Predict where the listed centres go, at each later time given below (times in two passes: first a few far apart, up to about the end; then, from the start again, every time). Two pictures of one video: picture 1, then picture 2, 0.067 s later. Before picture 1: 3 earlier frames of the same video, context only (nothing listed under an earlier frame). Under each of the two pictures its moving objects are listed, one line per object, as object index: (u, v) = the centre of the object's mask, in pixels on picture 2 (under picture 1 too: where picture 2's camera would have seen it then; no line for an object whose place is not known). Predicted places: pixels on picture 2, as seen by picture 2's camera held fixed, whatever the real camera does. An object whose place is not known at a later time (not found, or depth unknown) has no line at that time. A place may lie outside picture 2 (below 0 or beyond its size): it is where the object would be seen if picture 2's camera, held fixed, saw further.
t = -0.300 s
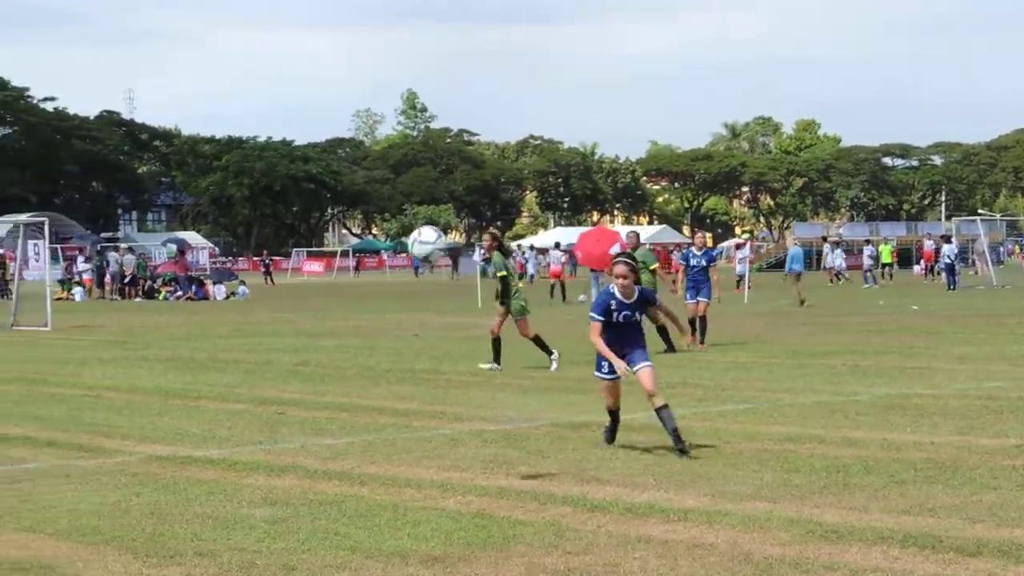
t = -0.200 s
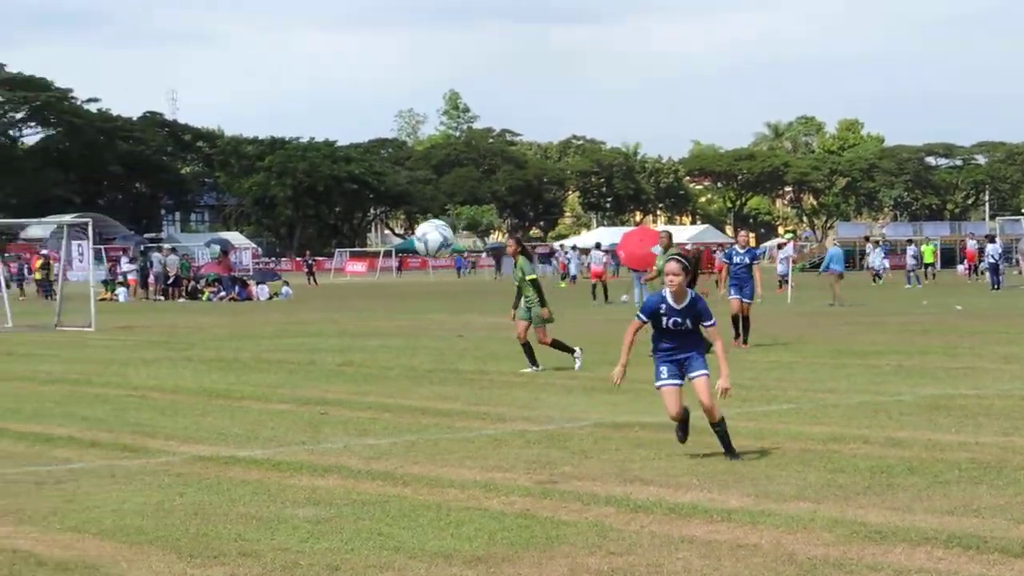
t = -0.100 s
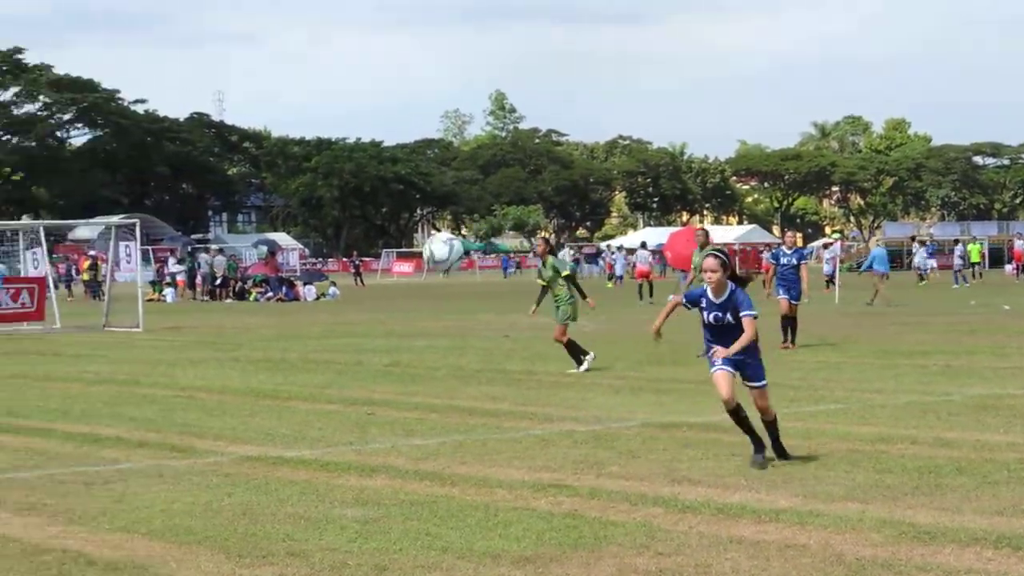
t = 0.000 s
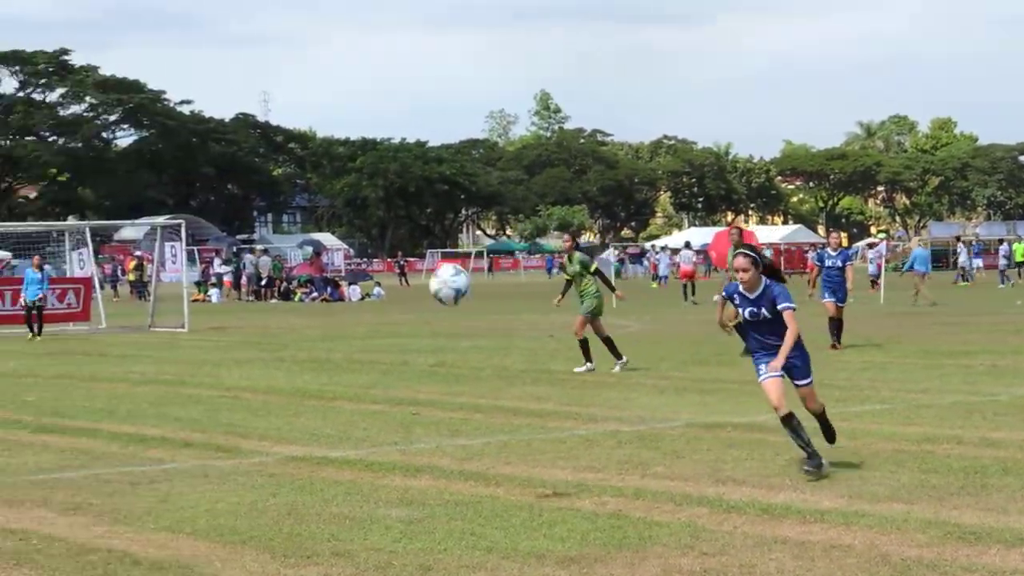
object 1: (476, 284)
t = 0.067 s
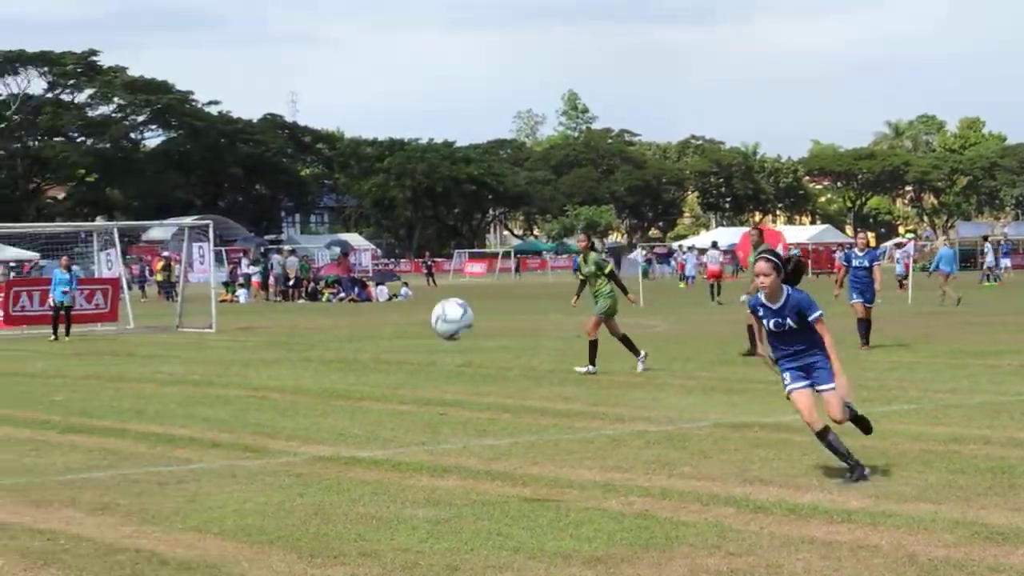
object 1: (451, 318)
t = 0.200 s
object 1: (401, 414)
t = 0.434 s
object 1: (304, 438)
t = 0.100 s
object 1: (439, 338)
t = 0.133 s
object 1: (427, 360)
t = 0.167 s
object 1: (414, 386)
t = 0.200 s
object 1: (401, 414)
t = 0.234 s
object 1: (389, 444)
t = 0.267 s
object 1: (376, 479)
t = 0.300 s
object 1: (363, 505)
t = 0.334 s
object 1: (348, 487)
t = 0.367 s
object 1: (333, 469)
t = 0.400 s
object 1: (319, 453)
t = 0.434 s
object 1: (304, 438)
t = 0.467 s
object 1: (288, 427)
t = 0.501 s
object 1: (272, 416)
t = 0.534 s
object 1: (257, 406)
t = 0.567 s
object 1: (241, 402)
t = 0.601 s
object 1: (225, 399)
